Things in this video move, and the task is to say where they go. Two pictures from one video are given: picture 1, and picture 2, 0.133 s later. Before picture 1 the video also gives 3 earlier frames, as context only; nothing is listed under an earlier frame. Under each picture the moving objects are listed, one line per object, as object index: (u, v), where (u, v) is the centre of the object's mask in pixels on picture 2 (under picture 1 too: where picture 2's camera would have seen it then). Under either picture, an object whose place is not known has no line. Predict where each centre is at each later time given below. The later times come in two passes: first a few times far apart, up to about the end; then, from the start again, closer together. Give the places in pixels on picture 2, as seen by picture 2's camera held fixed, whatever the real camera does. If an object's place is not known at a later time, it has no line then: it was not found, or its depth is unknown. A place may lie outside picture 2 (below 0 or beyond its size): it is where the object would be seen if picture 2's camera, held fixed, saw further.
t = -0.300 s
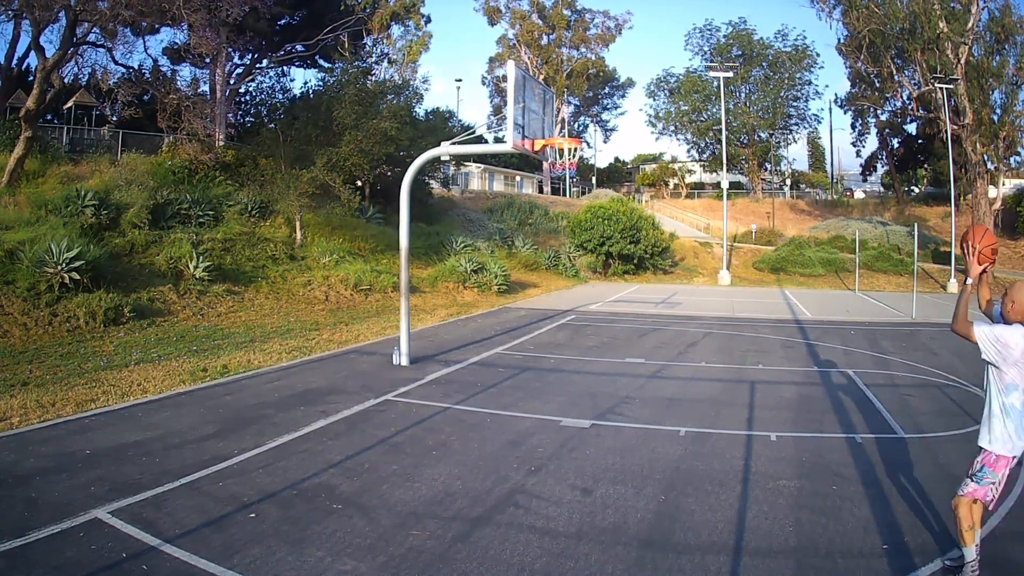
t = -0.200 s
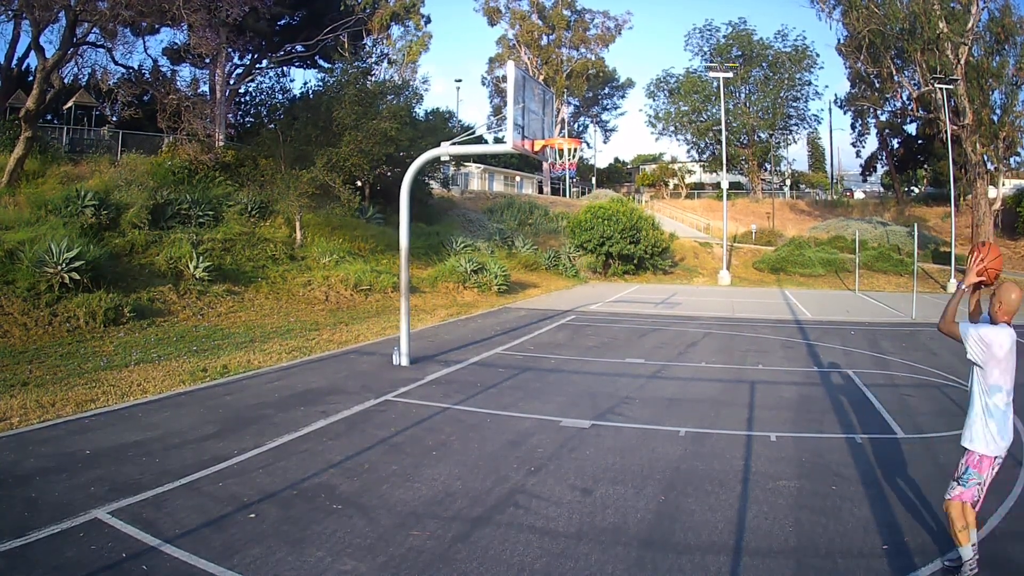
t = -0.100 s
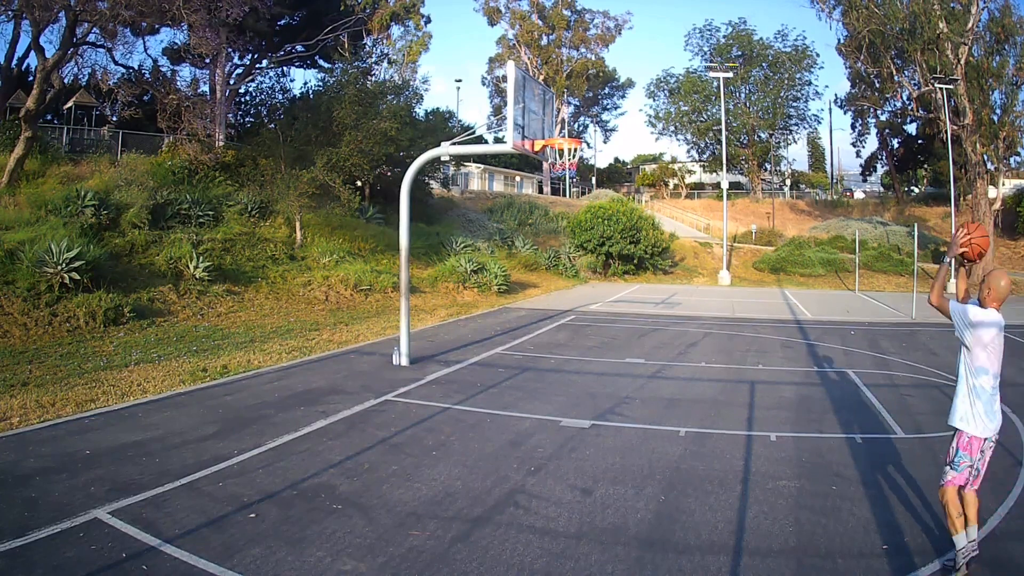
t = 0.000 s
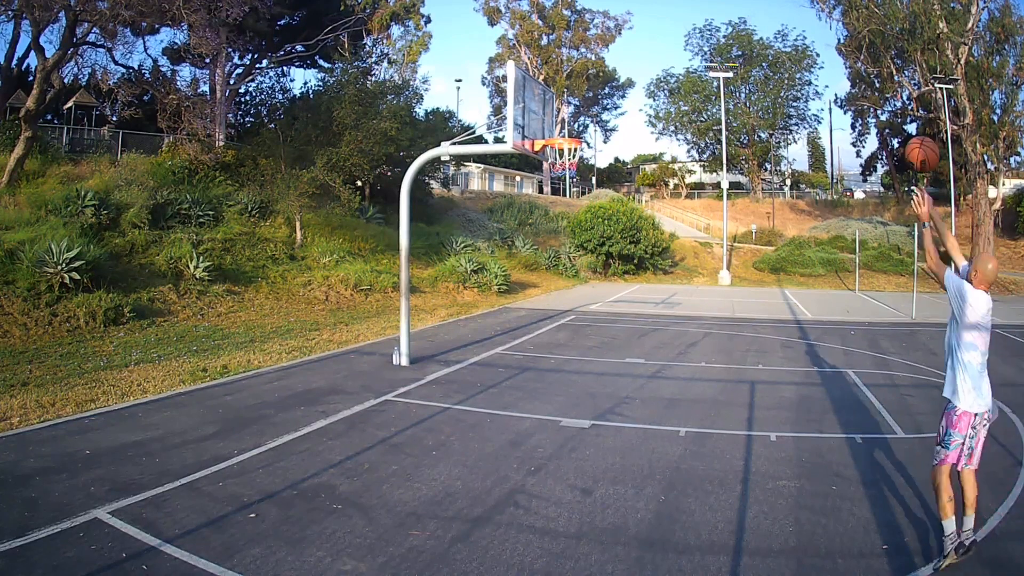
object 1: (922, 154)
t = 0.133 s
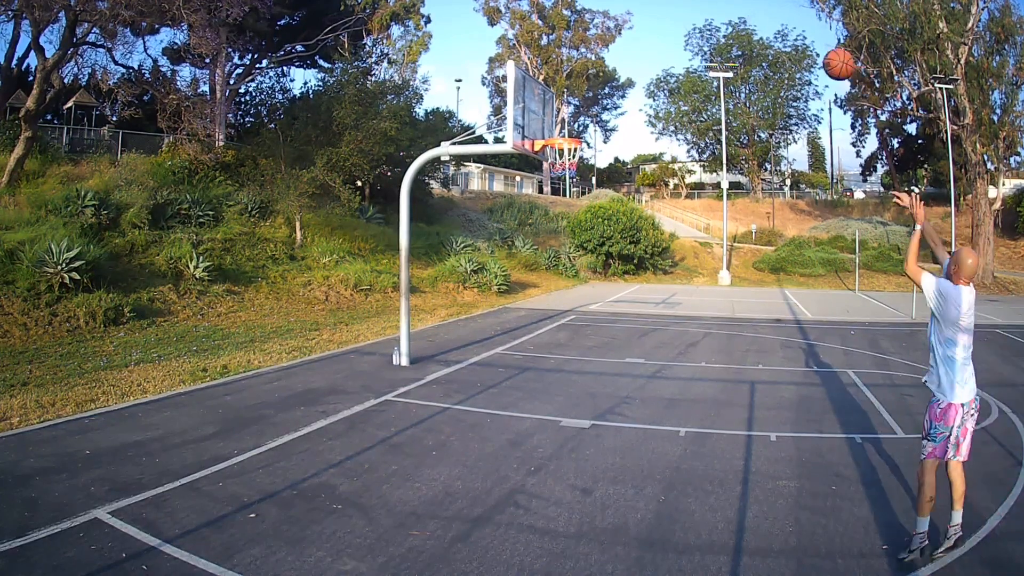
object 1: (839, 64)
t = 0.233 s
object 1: (787, 27)
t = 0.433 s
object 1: (709, 6)
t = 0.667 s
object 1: (645, 23)
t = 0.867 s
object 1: (605, 70)
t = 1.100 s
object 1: (567, 137)
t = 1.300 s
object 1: (560, 146)
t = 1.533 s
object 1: (565, 153)
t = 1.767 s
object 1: (587, 179)
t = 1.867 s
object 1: (595, 202)
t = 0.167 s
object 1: (820, 49)
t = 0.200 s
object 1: (803, 37)
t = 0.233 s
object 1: (787, 27)
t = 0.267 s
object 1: (772, 18)
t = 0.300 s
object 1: (758, 12)
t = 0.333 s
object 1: (745, 9)
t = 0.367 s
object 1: (732, 8)
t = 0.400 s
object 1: (720, 6)
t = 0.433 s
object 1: (709, 6)
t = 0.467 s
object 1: (698, 6)
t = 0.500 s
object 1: (688, 6)
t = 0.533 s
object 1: (679, 7)
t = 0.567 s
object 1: (670, 9)
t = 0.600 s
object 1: (661, 12)
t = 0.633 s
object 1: (653, 17)
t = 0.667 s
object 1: (645, 23)
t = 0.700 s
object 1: (638, 29)
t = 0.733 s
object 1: (631, 36)
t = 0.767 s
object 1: (624, 43)
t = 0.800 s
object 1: (618, 52)
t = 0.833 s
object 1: (611, 61)
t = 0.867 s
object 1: (605, 70)
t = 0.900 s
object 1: (599, 80)
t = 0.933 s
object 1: (594, 91)
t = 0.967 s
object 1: (588, 102)
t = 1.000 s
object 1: (583, 113)
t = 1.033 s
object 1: (577, 126)
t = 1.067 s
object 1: (573, 135)
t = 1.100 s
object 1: (567, 137)
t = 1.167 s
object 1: (553, 148)
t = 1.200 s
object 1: (560, 146)
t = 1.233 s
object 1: (560, 146)
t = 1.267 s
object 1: (561, 146)
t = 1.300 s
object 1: (560, 146)
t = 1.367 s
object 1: (560, 147)
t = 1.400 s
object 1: (552, 150)
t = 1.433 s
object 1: (556, 149)
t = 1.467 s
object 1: (559, 149)
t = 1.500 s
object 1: (563, 151)
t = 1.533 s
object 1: (565, 153)
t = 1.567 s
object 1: (570, 157)
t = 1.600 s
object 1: (573, 158)
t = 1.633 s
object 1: (577, 161)
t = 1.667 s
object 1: (579, 164)
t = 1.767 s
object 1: (587, 179)
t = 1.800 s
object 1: (589, 187)
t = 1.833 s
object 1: (592, 194)
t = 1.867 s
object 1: (595, 202)
